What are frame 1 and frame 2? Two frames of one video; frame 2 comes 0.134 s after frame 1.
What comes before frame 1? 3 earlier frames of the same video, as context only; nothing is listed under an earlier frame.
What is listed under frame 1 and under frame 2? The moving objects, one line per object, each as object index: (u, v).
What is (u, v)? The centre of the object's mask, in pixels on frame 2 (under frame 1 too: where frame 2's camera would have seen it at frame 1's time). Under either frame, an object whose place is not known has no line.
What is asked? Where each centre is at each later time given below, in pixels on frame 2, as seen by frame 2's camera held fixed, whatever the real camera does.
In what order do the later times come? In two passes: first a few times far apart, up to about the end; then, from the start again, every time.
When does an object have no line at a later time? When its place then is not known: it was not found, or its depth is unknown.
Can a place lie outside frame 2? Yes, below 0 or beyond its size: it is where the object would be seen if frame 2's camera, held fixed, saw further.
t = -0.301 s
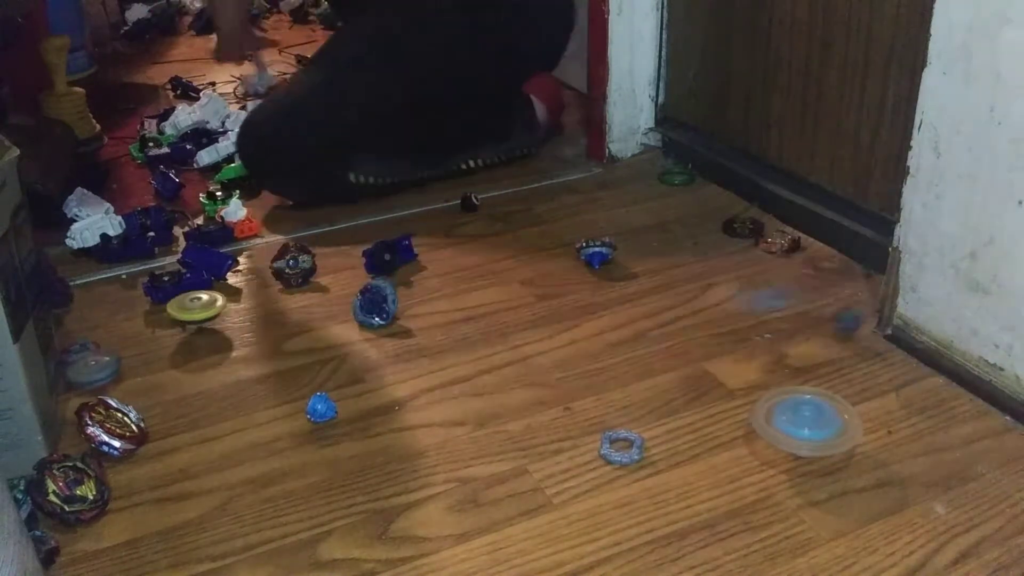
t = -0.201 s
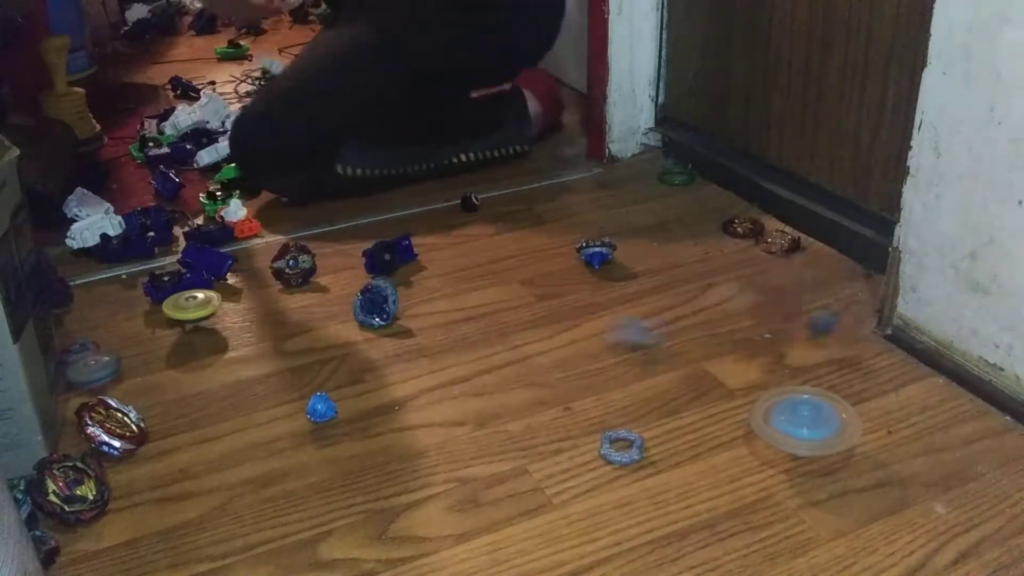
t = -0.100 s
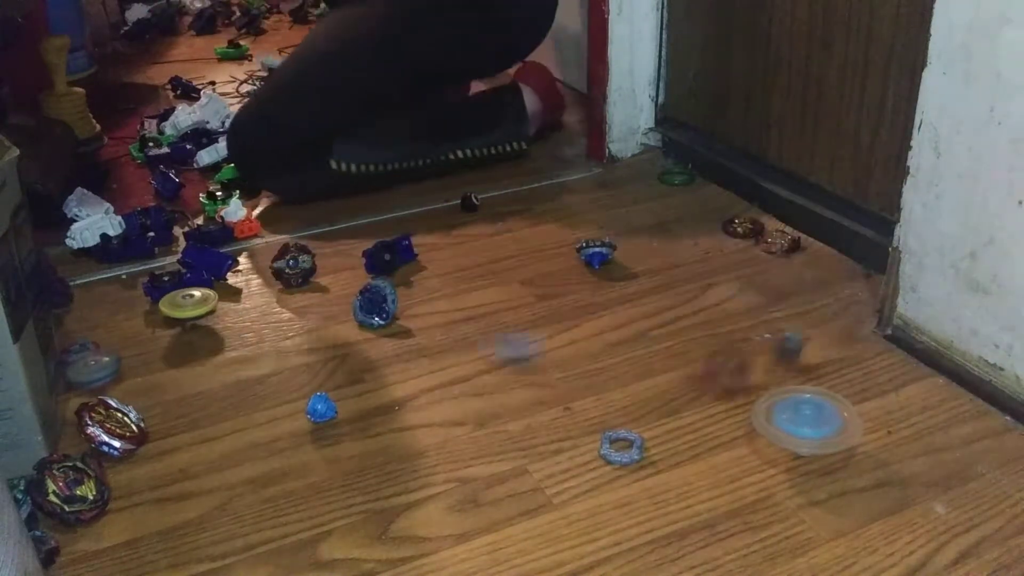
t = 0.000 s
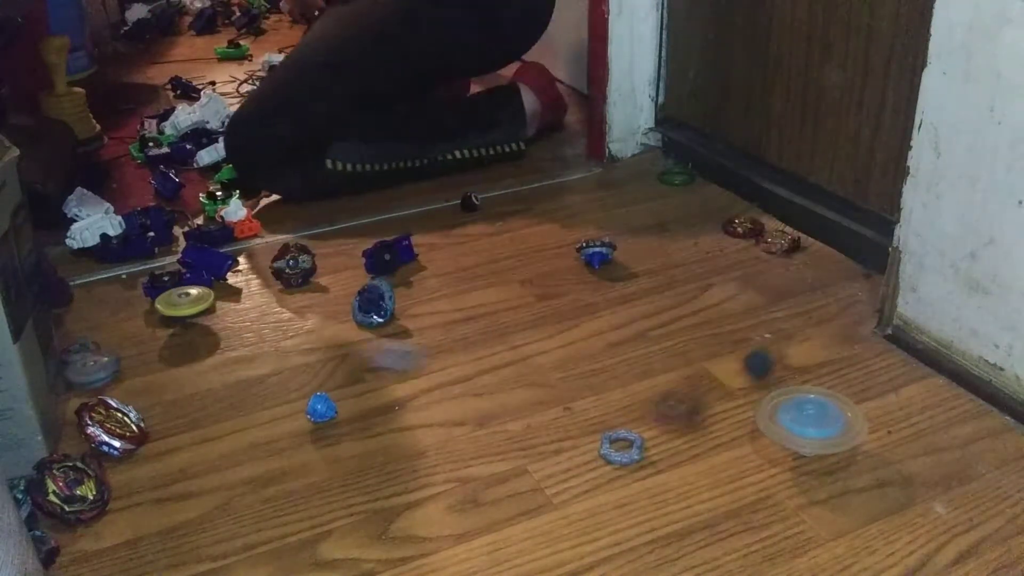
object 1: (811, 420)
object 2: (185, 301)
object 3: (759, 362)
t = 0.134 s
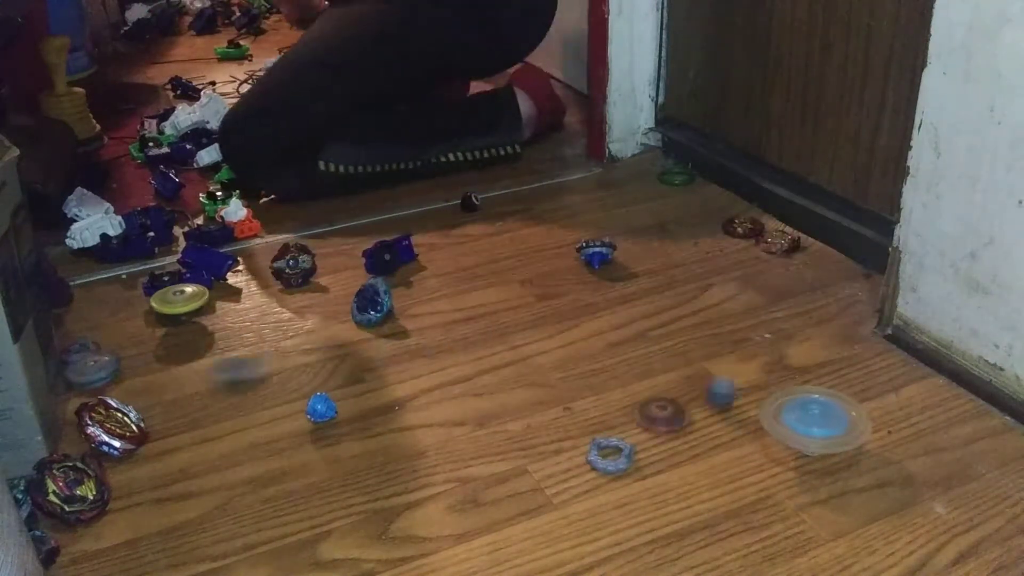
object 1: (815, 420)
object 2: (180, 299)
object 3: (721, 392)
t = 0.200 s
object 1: (819, 421)
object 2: (178, 298)
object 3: (709, 406)
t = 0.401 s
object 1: (820, 422)
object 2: (174, 295)
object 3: (812, 550)
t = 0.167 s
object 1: (817, 421)
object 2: (179, 298)
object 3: (712, 400)
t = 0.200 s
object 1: (819, 421)
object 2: (178, 298)
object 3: (709, 406)
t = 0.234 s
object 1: (820, 422)
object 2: (178, 297)
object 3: (738, 424)
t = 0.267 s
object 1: (821, 422)
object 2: (178, 296)
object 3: (763, 458)
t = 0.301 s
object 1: (821, 423)
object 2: (177, 296)
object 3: (779, 486)
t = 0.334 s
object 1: (821, 423)
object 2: (176, 295)
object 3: (789, 506)
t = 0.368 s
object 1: (821, 423)
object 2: (175, 295)
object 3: (801, 529)
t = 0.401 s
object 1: (820, 422)
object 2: (174, 295)
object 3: (812, 550)
